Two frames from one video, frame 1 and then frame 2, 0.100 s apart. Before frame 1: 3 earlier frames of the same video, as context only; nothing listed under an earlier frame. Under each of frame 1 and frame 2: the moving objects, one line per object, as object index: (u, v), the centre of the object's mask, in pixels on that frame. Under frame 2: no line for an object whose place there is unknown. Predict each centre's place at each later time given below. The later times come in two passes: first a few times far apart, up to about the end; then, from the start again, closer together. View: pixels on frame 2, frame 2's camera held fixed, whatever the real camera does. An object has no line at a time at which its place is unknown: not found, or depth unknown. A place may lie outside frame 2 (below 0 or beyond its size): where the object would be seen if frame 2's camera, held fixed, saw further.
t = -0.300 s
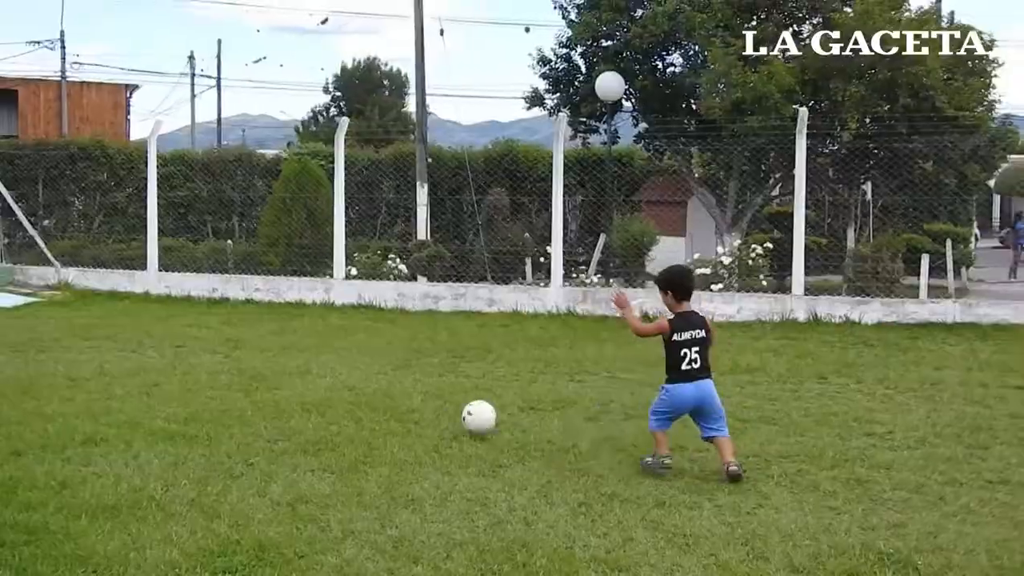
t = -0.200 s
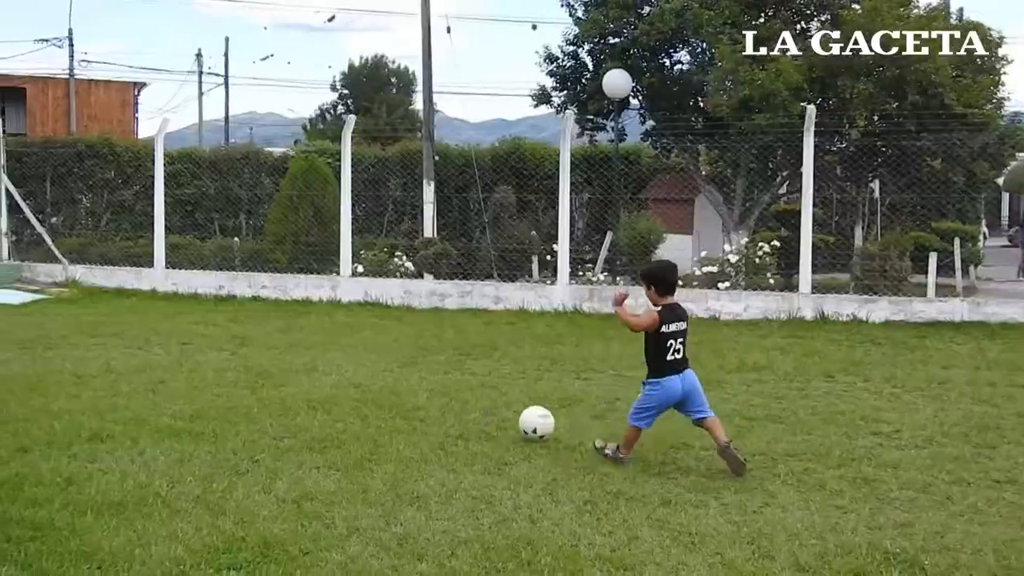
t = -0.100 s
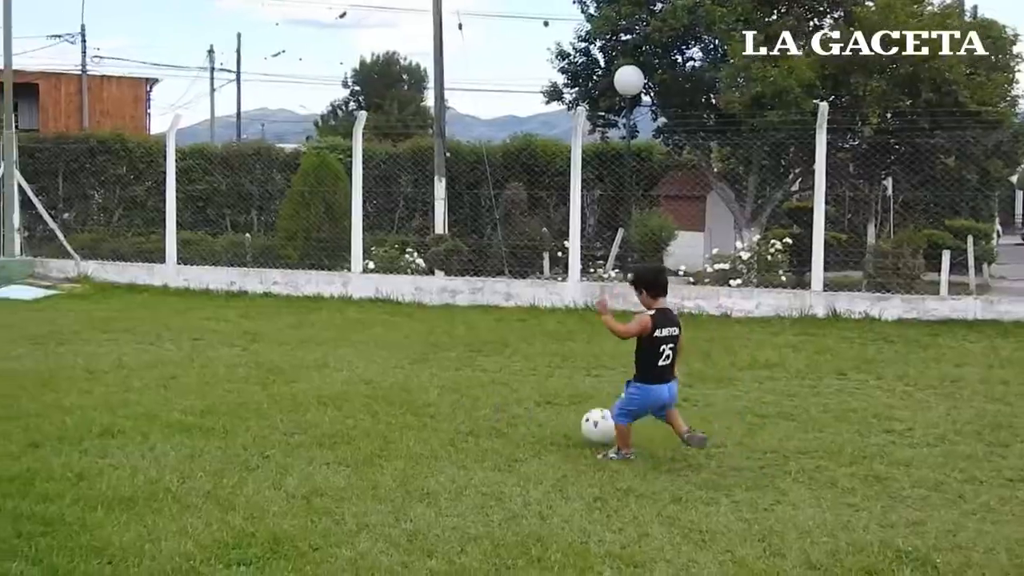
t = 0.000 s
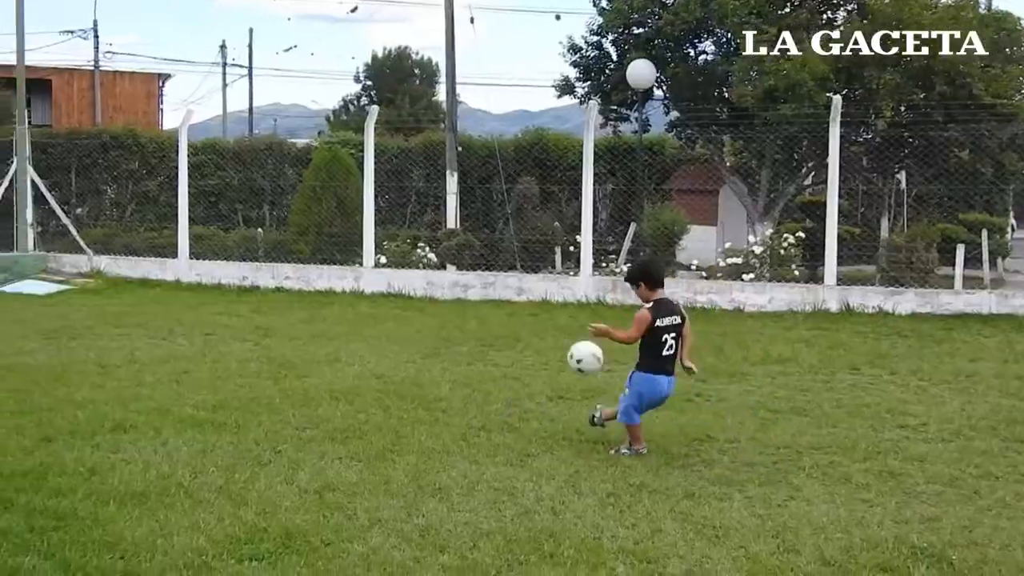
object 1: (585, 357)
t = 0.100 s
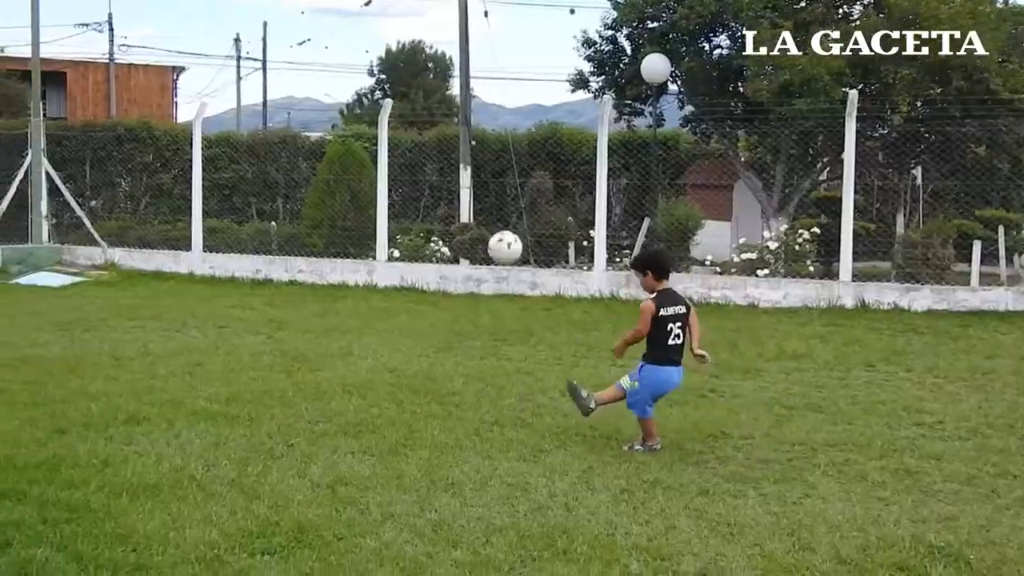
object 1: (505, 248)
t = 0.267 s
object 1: (375, 122)
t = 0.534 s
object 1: (216, 28)
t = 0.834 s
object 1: (83, 35)
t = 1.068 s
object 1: (6, 97)
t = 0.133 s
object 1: (477, 218)
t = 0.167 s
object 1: (450, 190)
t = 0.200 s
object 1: (424, 166)
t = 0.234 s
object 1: (400, 143)
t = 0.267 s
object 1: (375, 122)
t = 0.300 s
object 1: (353, 104)
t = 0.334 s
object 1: (331, 88)
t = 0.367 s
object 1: (310, 75)
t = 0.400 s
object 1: (291, 63)
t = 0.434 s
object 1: (270, 52)
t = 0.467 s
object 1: (252, 42)
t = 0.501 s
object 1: (233, 35)
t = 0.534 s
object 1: (216, 28)
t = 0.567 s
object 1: (199, 26)
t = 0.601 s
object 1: (183, 23)
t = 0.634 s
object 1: (167, 21)
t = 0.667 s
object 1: (151, 21)
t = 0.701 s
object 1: (137, 21)
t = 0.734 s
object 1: (123, 22)
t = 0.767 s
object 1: (110, 26)
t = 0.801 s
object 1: (98, 32)
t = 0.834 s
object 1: (83, 35)
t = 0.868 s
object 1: (71, 42)
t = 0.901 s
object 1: (60, 49)
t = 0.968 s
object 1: (37, 64)
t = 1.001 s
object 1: (27, 74)
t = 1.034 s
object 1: (17, 85)
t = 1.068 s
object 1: (6, 97)
